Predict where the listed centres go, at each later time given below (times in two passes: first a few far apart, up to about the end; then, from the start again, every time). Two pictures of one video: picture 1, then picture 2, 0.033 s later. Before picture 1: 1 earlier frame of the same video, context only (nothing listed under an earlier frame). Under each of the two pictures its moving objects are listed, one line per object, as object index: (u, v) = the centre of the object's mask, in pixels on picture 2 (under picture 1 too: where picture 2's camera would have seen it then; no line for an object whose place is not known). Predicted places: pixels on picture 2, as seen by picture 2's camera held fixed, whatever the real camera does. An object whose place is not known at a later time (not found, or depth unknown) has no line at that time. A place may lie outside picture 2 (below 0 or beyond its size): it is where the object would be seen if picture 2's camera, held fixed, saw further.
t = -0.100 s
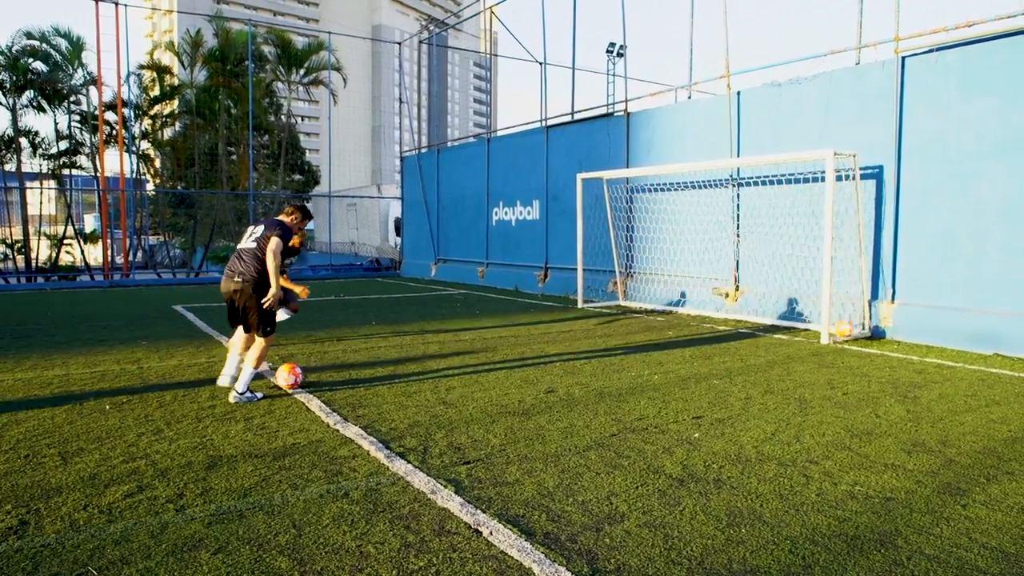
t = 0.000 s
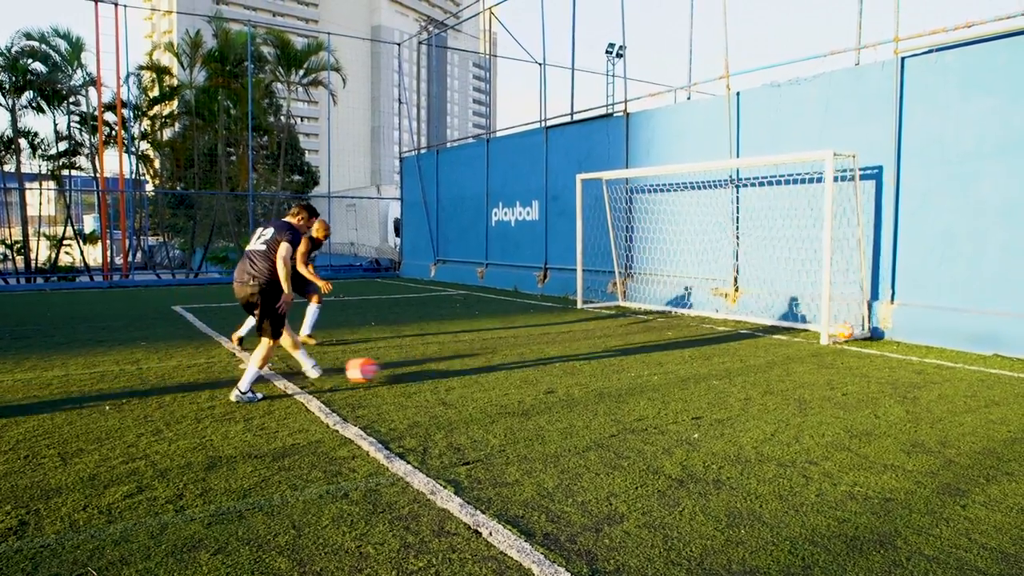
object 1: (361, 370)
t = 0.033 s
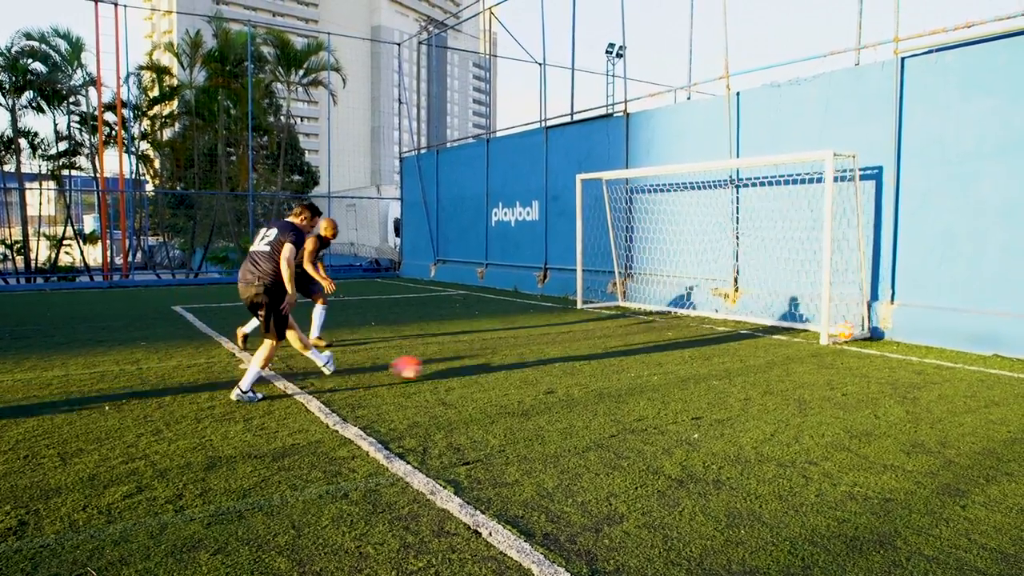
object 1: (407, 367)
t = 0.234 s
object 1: (616, 354)
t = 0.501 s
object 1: (795, 339)
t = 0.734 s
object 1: (878, 338)
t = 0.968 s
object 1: (965, 363)
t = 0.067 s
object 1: (448, 366)
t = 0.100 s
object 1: (486, 363)
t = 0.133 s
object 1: (521, 359)
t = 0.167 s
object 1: (554, 356)
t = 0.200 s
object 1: (586, 355)
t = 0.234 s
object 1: (616, 354)
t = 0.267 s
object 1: (643, 351)
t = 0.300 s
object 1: (669, 349)
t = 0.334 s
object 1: (694, 348)
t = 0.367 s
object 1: (716, 345)
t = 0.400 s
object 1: (738, 344)
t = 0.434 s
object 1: (758, 342)
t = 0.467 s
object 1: (777, 341)
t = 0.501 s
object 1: (795, 339)
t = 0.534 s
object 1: (813, 338)
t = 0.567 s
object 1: (828, 336)
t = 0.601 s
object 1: (836, 335)
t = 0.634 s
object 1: (845, 334)
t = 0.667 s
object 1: (856, 335)
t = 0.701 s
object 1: (867, 336)
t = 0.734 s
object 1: (878, 338)
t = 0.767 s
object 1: (889, 342)
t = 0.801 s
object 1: (901, 347)
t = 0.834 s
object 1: (914, 353)
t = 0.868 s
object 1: (928, 361)
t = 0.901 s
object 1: (940, 363)
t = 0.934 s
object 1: (952, 362)
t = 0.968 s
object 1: (965, 363)
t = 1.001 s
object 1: (977, 364)
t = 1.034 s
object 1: (992, 367)
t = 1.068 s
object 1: (1005, 371)
